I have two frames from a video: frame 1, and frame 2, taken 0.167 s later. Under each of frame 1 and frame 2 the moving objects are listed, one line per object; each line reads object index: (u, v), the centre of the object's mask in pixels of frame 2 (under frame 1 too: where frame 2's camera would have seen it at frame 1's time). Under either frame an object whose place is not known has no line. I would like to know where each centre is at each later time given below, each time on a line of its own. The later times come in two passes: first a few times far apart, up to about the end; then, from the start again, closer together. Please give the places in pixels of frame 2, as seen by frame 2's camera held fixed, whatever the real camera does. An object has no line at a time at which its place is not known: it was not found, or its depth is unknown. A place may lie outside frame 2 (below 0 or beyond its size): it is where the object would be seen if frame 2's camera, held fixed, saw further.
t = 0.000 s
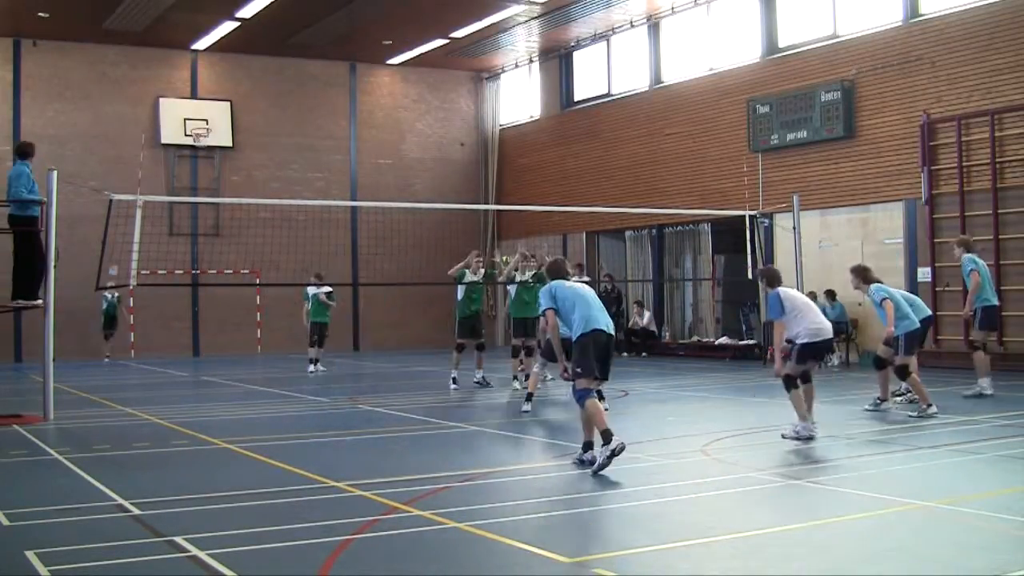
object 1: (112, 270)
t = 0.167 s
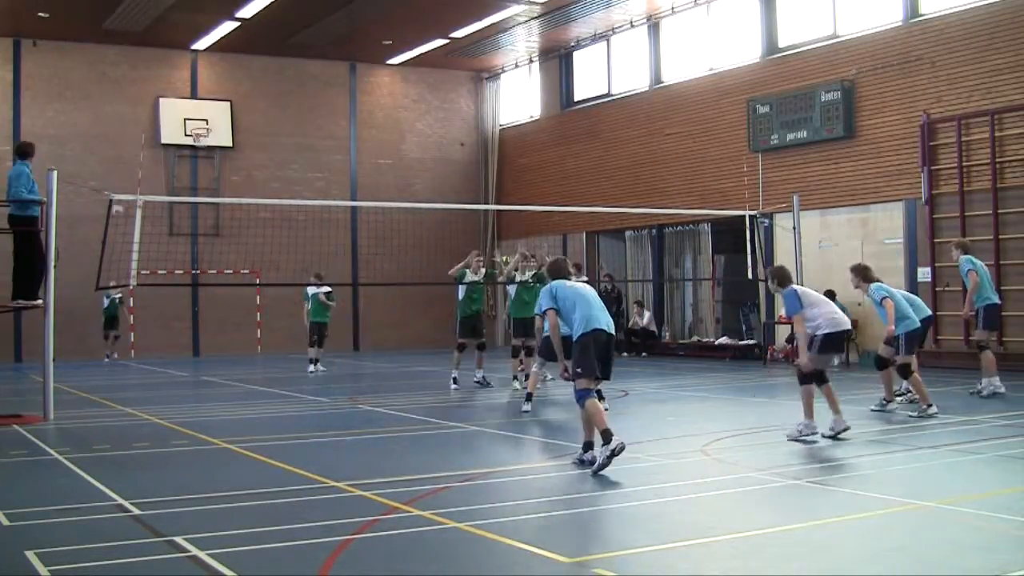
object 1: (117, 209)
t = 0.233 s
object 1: (119, 187)
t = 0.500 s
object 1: (127, 121)
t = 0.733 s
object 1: (135, 92)
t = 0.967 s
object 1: (142, 84)
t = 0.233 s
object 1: (119, 187)
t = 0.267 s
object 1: (120, 177)
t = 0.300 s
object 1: (120, 168)
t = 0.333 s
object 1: (122, 158)
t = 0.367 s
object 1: (123, 149)
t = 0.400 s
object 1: (123, 142)
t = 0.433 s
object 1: (125, 135)
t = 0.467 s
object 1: (126, 127)
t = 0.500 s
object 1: (127, 121)
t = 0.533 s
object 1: (128, 116)
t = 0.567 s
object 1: (129, 109)
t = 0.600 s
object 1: (131, 105)
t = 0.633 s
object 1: (132, 101)
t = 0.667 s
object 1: (133, 96)
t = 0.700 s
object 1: (134, 94)
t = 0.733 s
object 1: (135, 92)
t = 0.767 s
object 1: (136, 88)
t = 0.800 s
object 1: (137, 86)
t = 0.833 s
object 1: (138, 85)
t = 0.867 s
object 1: (140, 84)
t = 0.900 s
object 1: (140, 84)
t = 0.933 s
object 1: (141, 84)
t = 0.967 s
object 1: (142, 84)
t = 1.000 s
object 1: (143, 85)
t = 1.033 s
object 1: (145, 88)
